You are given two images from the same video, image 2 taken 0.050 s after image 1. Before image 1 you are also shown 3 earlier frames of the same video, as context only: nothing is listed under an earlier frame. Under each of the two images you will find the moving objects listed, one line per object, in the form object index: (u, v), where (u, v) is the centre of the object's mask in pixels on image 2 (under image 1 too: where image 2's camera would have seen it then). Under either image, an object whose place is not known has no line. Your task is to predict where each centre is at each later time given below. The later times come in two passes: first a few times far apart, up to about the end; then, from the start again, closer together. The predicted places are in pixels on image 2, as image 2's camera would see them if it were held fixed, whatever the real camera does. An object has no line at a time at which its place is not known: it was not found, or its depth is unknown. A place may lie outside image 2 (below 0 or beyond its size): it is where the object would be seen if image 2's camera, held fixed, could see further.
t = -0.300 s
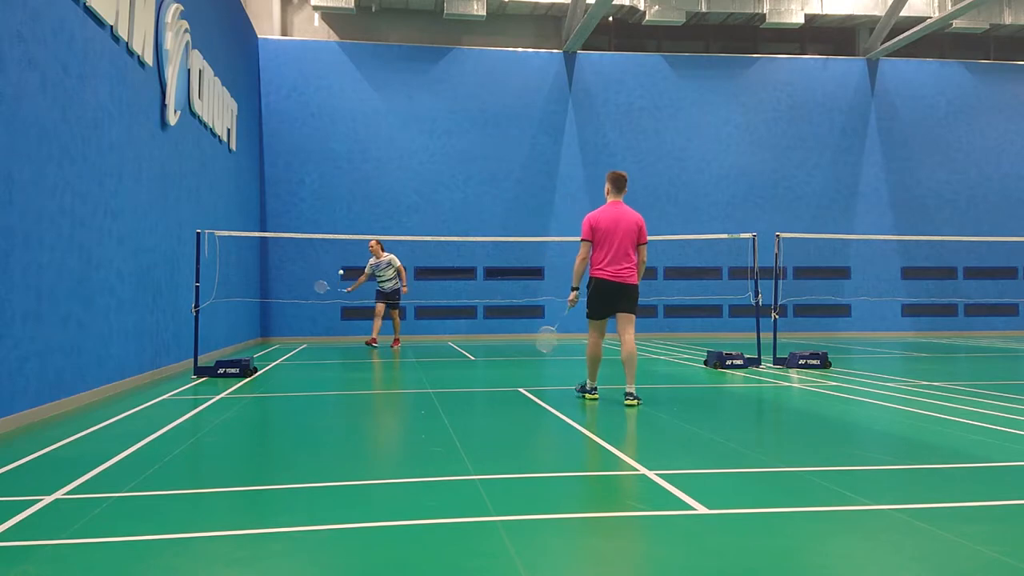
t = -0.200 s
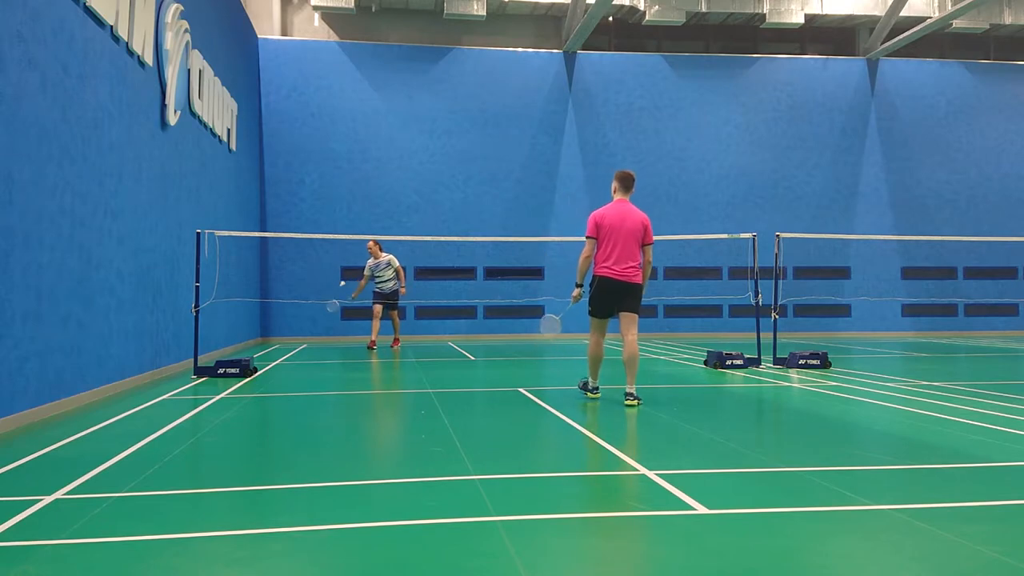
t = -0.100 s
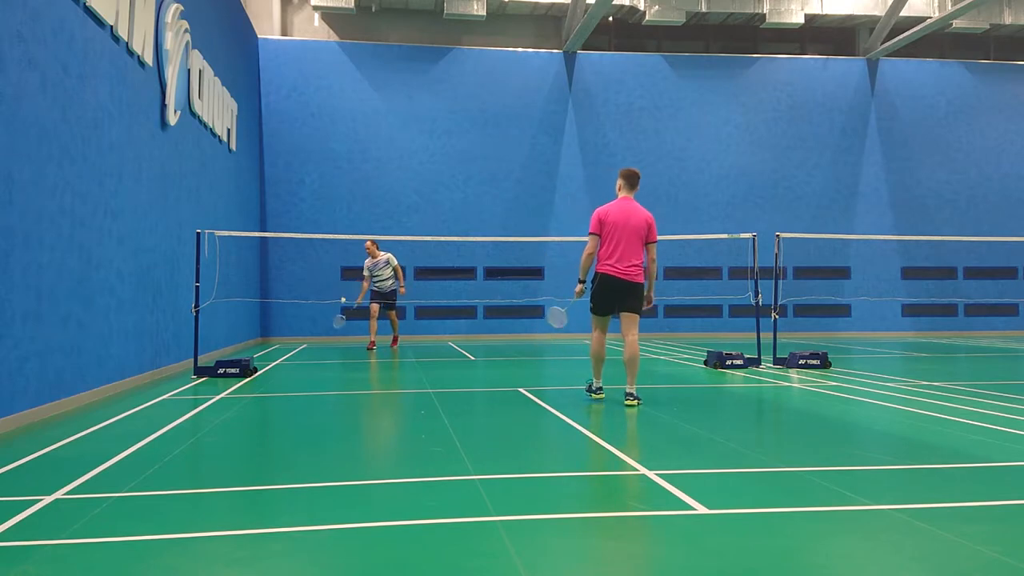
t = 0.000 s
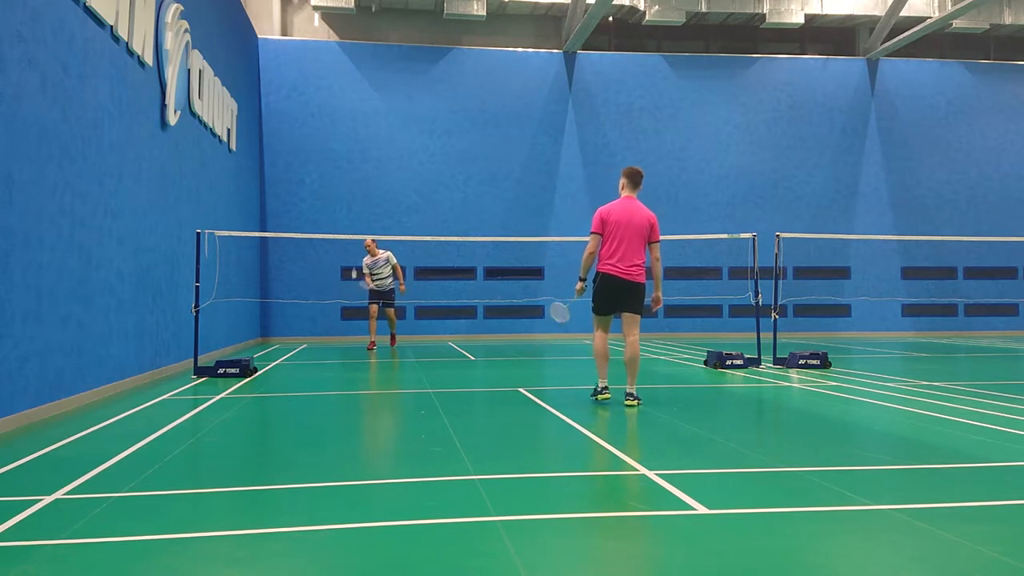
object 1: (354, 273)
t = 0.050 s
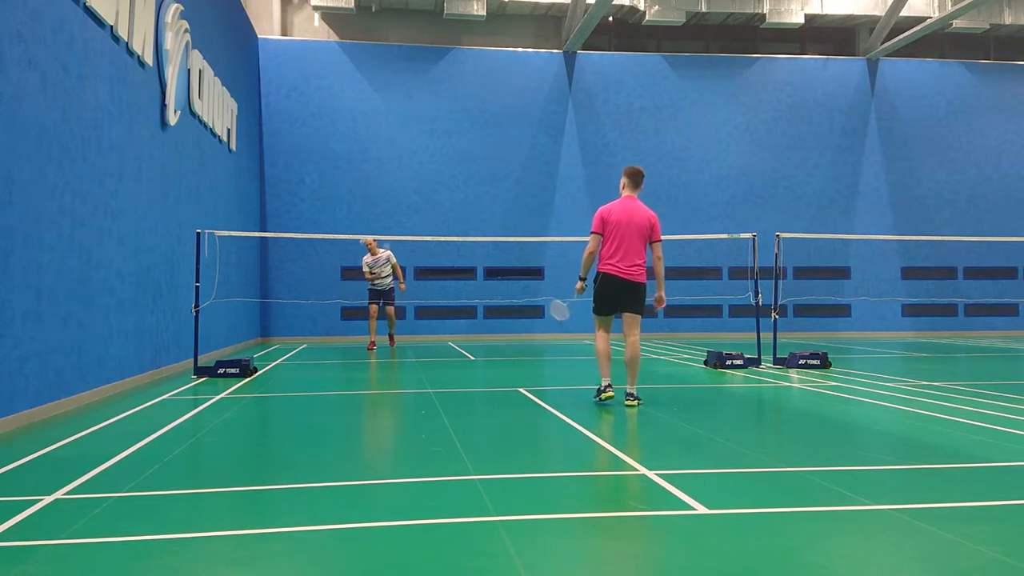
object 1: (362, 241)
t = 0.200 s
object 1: (390, 165)
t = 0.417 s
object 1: (423, 101)
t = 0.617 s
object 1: (449, 80)
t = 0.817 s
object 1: (473, 95)
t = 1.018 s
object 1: (493, 149)
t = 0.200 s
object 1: (390, 165)
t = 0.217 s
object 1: (393, 159)
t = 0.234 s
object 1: (396, 153)
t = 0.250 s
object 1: (399, 147)
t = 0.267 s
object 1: (401, 141)
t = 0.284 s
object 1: (404, 135)
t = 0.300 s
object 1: (406, 130)
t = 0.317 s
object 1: (409, 126)
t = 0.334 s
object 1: (411, 121)
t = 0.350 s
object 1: (414, 117)
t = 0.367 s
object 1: (416, 113)
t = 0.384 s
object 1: (419, 109)
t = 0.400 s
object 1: (421, 105)
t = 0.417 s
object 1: (423, 101)
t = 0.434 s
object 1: (426, 98)
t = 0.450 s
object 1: (428, 96)
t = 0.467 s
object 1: (430, 93)
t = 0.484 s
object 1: (432, 90)
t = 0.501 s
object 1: (434, 88)
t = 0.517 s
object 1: (437, 87)
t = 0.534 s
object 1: (439, 85)
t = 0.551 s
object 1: (441, 83)
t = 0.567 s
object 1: (443, 82)
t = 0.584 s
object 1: (445, 81)
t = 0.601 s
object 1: (447, 80)
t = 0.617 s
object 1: (449, 80)
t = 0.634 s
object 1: (451, 80)
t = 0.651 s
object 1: (454, 80)
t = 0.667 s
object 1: (455, 81)
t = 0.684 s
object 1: (457, 81)
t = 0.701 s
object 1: (459, 82)
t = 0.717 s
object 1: (461, 83)
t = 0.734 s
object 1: (463, 85)
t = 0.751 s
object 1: (465, 86)
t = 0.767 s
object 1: (467, 88)
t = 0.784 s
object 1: (468, 90)
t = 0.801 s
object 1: (471, 92)
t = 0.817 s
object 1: (473, 95)
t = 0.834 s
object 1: (475, 98)
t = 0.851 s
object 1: (476, 101)
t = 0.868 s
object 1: (479, 105)
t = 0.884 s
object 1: (480, 109)
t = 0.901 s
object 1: (482, 113)
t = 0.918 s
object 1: (483, 117)
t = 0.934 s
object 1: (485, 122)
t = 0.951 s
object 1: (487, 127)
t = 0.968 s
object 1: (488, 132)
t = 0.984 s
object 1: (490, 138)
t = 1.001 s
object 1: (491, 143)
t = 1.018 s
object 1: (493, 149)
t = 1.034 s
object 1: (494, 155)
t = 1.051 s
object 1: (496, 162)
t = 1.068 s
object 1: (497, 168)
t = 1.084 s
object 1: (499, 175)
